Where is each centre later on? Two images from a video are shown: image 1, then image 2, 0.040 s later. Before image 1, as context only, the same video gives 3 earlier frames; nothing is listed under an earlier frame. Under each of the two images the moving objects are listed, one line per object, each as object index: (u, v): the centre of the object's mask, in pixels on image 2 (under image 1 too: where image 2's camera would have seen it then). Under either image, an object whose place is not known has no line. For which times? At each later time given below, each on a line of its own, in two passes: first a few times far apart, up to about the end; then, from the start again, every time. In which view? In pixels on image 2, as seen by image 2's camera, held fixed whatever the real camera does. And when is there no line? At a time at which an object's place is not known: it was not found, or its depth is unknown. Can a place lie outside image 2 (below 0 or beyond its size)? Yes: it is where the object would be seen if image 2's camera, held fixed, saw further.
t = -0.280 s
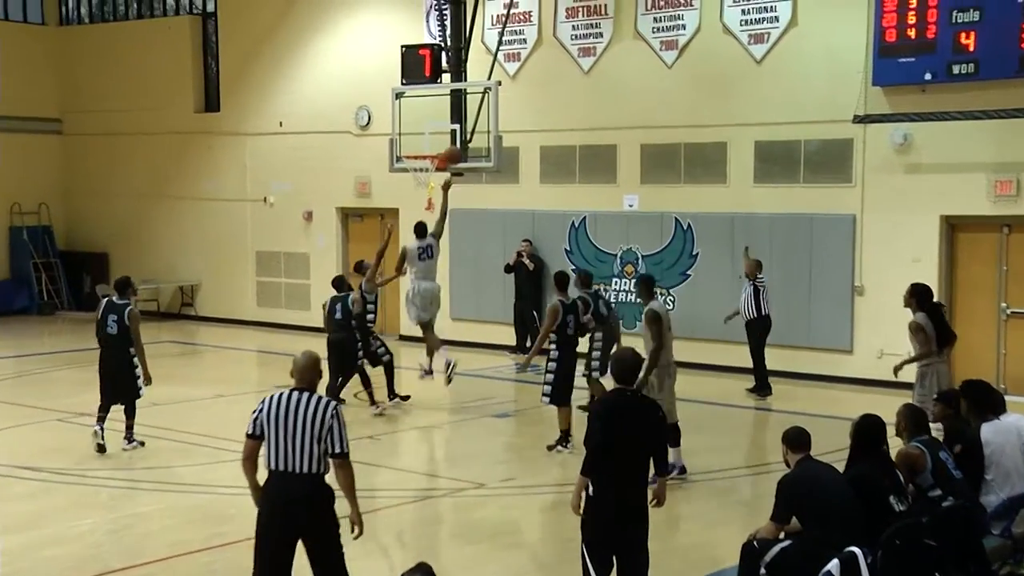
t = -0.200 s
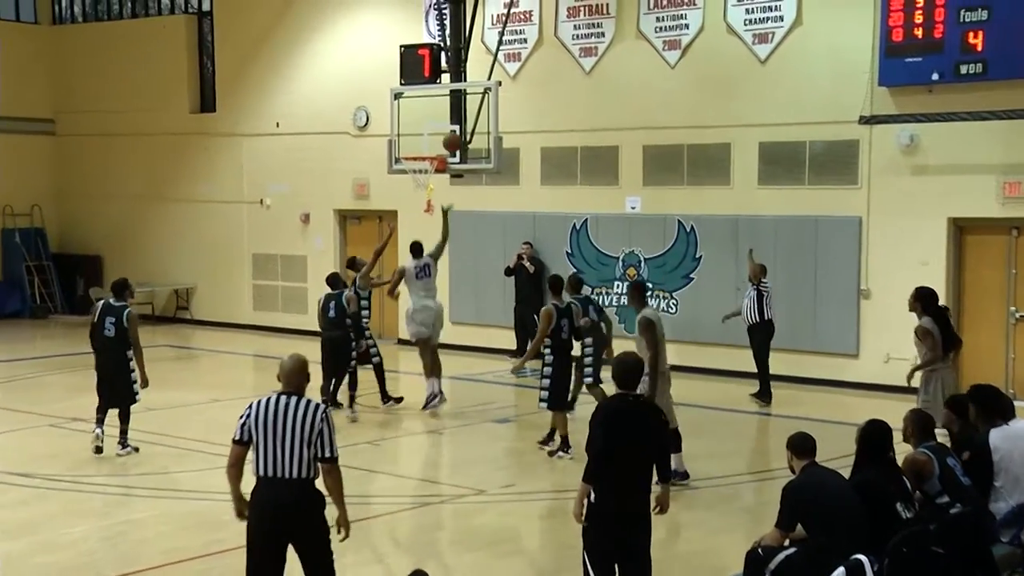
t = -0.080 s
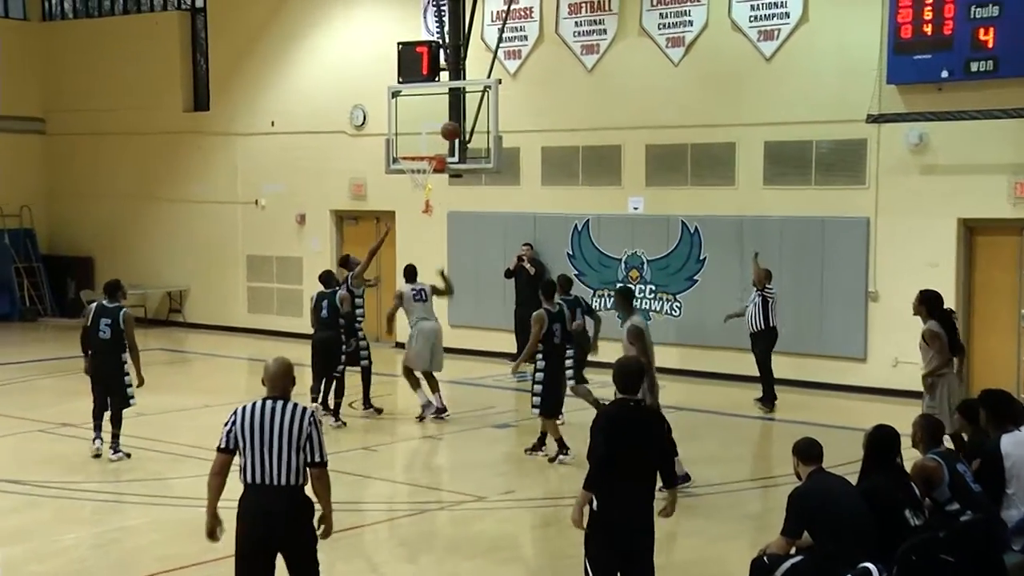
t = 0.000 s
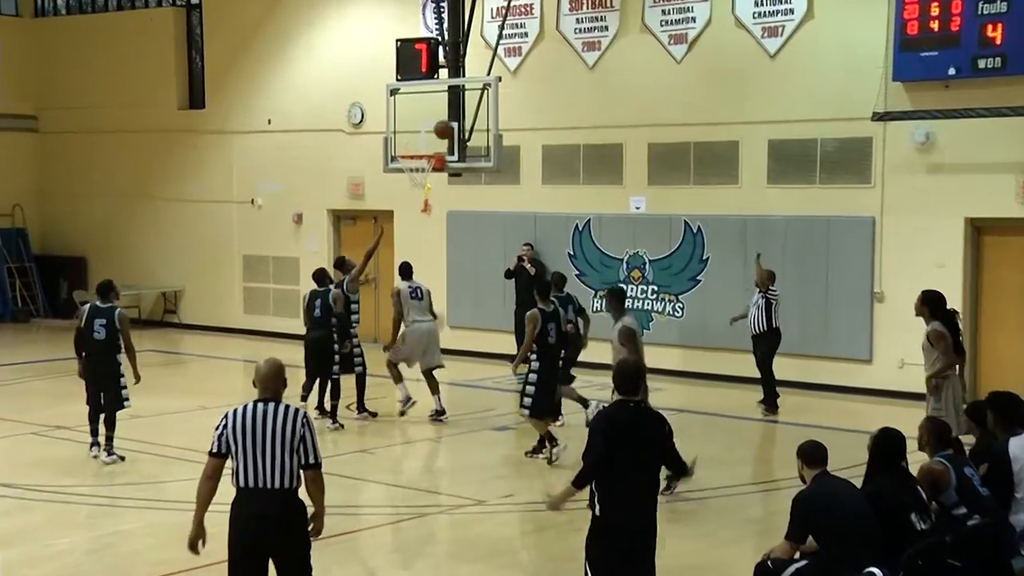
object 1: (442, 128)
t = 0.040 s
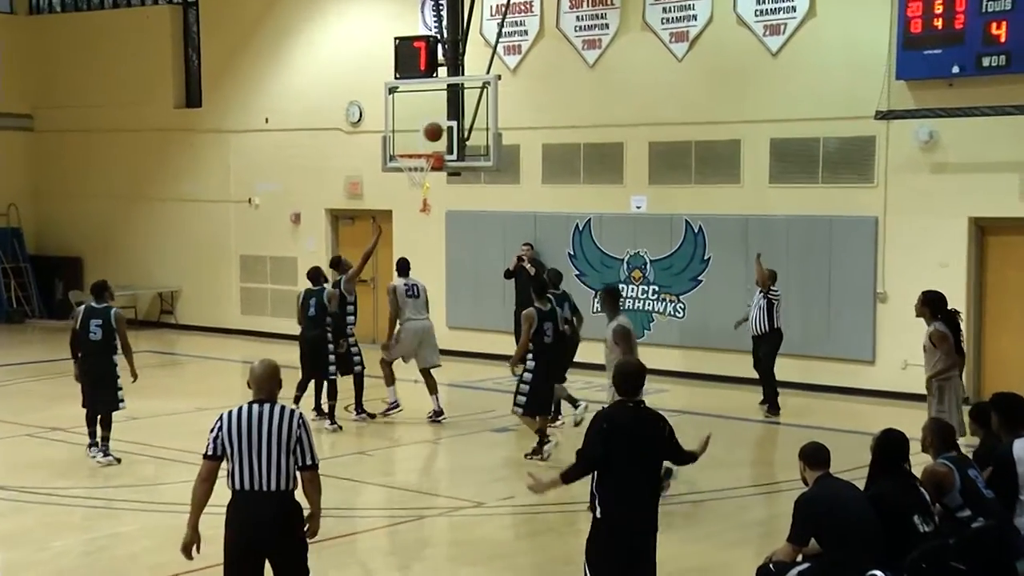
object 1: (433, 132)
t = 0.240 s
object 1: (412, 161)
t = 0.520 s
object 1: (427, 173)
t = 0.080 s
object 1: (427, 135)
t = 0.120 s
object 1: (421, 139)
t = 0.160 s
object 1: (412, 146)
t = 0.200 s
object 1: (406, 153)
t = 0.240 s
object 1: (412, 161)
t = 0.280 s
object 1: (417, 167)
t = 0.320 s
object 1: (423, 171)
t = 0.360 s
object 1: (426, 172)
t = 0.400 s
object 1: (427, 173)
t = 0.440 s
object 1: (428, 171)
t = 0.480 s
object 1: (427, 172)
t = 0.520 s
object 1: (427, 173)
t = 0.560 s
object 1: (425, 175)
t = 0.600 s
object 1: (423, 176)
